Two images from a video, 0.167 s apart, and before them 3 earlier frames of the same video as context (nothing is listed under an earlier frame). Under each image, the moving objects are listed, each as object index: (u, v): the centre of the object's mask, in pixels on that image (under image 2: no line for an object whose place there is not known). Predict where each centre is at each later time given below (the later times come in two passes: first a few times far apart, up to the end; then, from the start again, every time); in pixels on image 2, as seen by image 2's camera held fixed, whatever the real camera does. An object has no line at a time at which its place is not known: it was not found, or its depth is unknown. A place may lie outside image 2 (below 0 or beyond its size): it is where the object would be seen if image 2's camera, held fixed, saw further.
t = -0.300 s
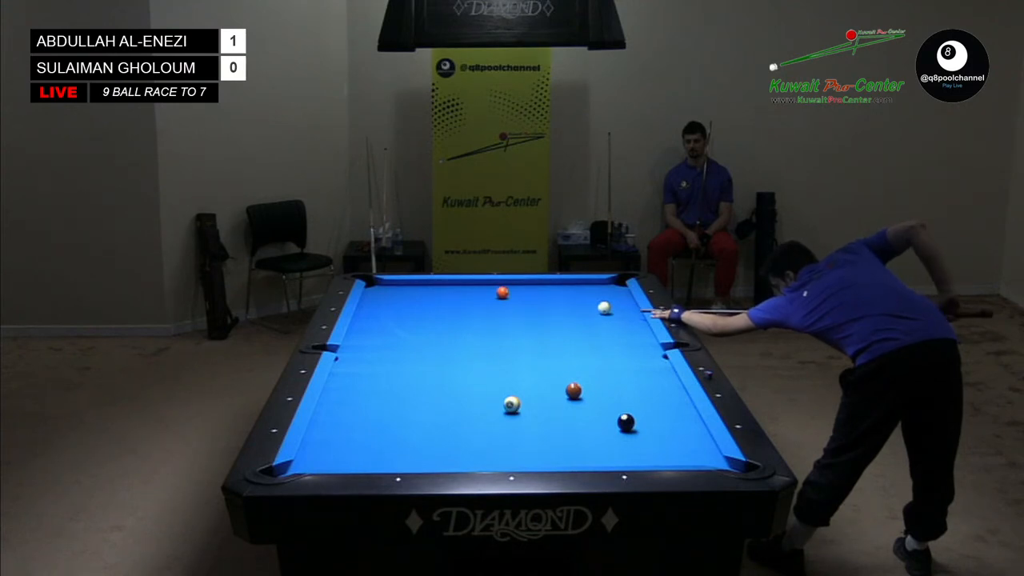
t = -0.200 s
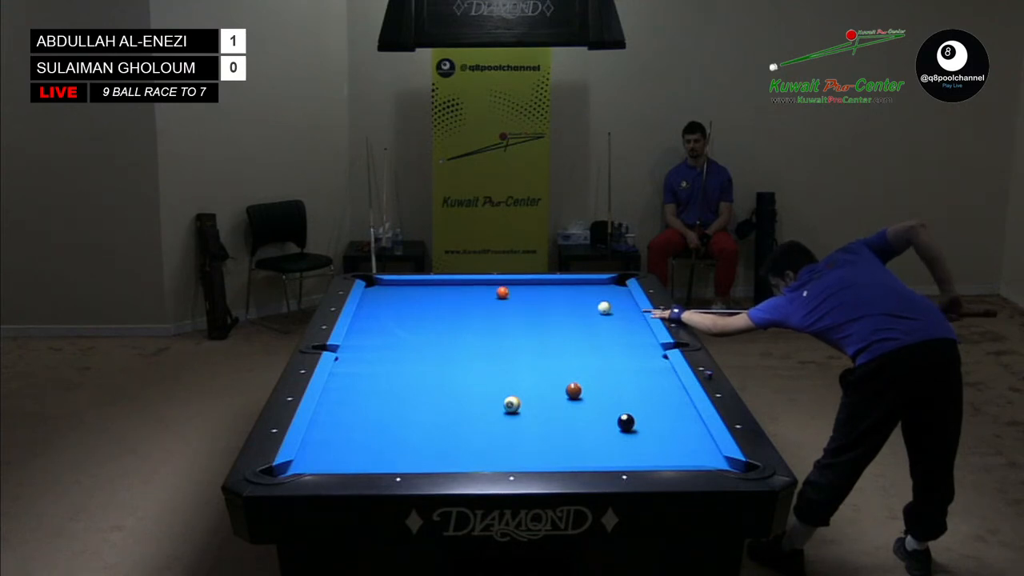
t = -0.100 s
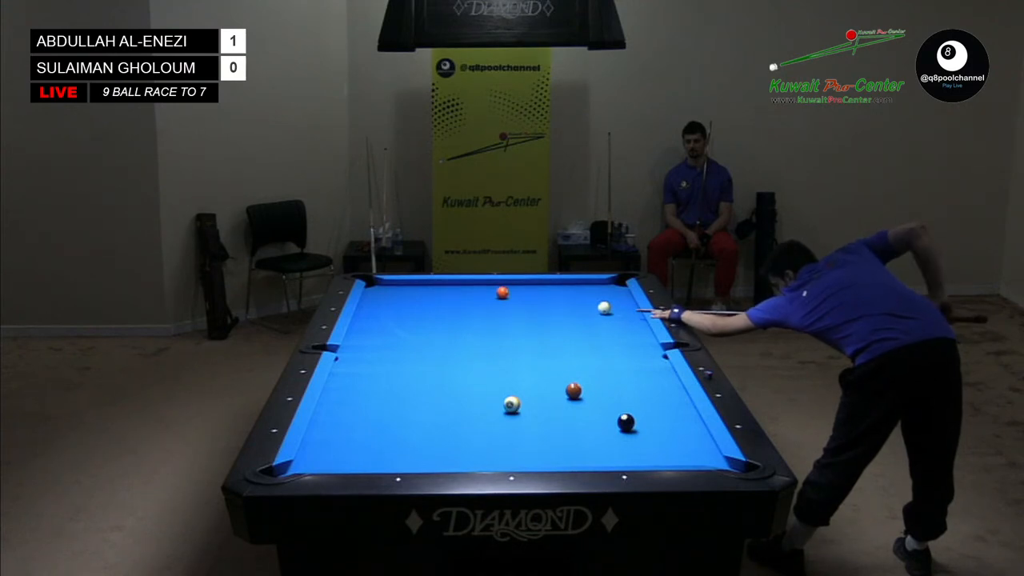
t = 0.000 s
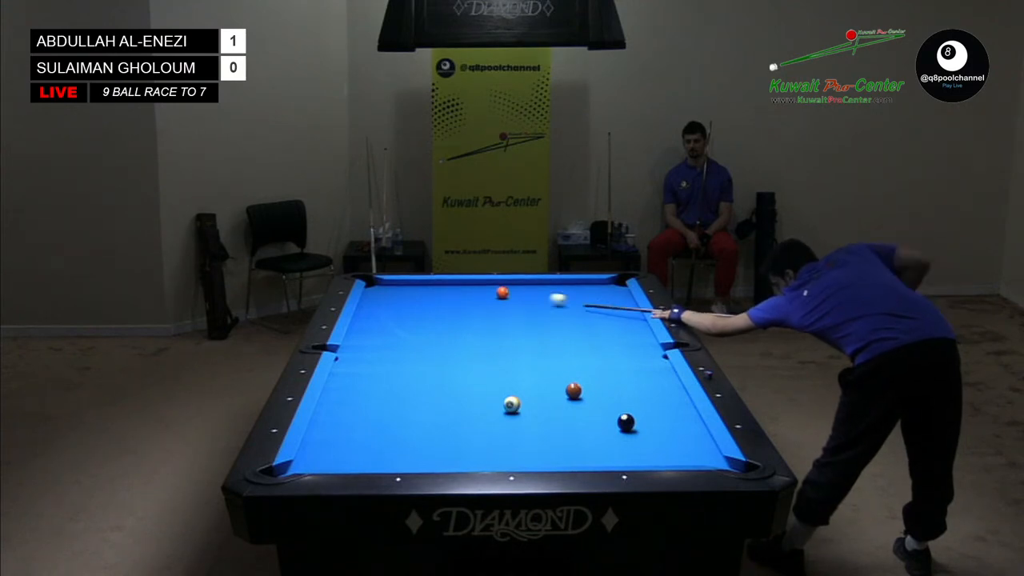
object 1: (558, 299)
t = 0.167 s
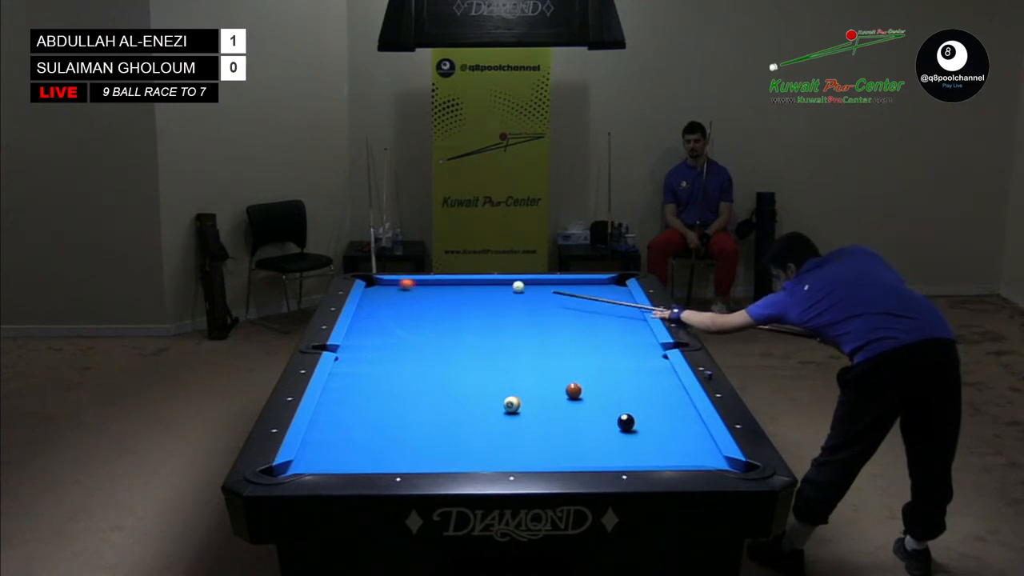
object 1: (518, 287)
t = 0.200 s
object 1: (519, 285)
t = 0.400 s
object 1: (529, 285)
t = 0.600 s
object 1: (540, 290)
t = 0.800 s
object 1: (550, 296)
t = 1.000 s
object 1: (562, 300)
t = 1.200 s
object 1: (572, 306)
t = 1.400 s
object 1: (584, 311)
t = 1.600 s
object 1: (594, 316)
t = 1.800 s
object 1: (605, 321)
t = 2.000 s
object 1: (616, 327)
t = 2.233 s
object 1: (629, 333)
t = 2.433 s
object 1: (639, 338)
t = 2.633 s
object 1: (650, 343)
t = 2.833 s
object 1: (653, 347)
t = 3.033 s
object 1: (655, 352)
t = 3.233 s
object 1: (656, 357)
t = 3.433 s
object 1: (657, 361)
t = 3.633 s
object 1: (658, 365)
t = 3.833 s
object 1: (659, 369)
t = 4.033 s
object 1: (660, 372)
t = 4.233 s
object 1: (660, 376)
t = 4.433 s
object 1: (661, 380)
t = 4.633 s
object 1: (661, 383)
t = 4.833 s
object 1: (661, 386)
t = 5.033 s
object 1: (661, 389)
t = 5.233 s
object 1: (660, 392)
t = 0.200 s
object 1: (519, 285)
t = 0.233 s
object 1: (520, 283)
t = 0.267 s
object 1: (521, 282)
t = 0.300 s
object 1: (523, 282)
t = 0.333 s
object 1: (525, 284)
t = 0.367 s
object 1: (526, 284)
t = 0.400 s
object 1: (529, 285)
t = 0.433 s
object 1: (531, 286)
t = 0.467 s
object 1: (532, 287)
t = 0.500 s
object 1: (534, 288)
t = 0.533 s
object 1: (536, 289)
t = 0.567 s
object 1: (537, 289)
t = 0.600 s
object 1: (540, 290)
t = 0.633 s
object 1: (542, 291)
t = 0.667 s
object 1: (543, 292)
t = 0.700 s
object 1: (545, 293)
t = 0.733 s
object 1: (547, 294)
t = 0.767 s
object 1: (548, 295)
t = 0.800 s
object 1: (550, 296)
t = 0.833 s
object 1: (553, 297)
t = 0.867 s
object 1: (554, 297)
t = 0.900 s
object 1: (555, 298)
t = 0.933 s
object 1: (558, 299)
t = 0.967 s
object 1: (559, 300)
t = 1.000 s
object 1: (562, 300)
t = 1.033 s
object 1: (564, 301)
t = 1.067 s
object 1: (565, 302)
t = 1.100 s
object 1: (567, 303)
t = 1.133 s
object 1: (569, 304)
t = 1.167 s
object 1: (570, 305)
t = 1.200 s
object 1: (572, 306)
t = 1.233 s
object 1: (575, 307)
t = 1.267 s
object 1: (576, 307)
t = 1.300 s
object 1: (577, 308)
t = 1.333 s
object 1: (580, 309)
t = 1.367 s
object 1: (581, 310)
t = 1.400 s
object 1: (584, 311)
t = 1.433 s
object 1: (586, 312)
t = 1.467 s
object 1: (587, 313)
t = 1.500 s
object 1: (589, 314)
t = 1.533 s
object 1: (591, 314)
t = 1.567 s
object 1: (592, 315)
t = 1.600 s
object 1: (594, 316)
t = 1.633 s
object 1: (596, 317)
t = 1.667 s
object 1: (597, 317)
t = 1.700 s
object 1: (600, 319)
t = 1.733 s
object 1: (602, 320)
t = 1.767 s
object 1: (603, 320)
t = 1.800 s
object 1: (605, 321)
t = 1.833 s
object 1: (607, 322)
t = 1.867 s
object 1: (608, 323)
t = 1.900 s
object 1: (611, 324)
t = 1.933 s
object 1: (613, 325)
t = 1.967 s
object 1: (614, 325)
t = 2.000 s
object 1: (616, 327)
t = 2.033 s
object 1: (618, 327)
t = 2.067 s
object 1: (619, 328)
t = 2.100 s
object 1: (621, 329)
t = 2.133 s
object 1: (622, 330)
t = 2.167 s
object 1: (624, 331)
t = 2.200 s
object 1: (626, 331)
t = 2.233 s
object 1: (629, 333)
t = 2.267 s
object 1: (630, 333)
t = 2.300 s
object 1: (632, 334)
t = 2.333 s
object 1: (634, 335)
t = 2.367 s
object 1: (635, 336)
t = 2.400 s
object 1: (637, 337)
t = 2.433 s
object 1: (639, 338)
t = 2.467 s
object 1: (640, 338)
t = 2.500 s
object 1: (642, 339)
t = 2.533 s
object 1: (645, 340)
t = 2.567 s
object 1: (646, 341)
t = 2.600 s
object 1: (648, 342)
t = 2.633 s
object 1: (650, 343)
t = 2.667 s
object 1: (651, 343)
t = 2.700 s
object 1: (652, 344)
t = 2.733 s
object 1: (653, 345)
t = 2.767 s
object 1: (653, 346)
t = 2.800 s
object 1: (653, 347)
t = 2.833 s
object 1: (653, 347)
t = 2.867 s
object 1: (654, 348)
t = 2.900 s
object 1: (654, 349)
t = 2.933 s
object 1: (654, 350)
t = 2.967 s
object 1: (655, 350)
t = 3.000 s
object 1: (655, 351)
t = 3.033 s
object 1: (655, 352)
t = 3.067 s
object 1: (655, 352)
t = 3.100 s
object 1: (655, 353)
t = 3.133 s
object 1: (656, 354)
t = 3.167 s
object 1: (656, 355)
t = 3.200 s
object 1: (656, 356)
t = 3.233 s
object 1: (656, 357)
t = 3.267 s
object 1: (656, 357)
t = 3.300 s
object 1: (656, 357)
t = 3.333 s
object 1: (657, 358)
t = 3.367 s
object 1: (657, 359)
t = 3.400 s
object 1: (657, 360)
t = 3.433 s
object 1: (657, 361)
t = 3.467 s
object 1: (657, 361)
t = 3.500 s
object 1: (658, 362)
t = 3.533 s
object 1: (658, 363)
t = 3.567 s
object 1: (658, 363)
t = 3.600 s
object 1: (658, 364)
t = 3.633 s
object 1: (658, 365)
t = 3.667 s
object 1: (658, 365)
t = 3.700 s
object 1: (658, 366)
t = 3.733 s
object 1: (659, 367)
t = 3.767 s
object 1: (659, 367)
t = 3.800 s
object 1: (659, 368)
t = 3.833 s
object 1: (659, 369)
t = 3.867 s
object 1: (659, 369)
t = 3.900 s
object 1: (659, 370)
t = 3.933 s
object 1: (660, 371)
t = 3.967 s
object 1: (660, 371)
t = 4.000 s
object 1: (660, 372)
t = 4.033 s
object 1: (660, 372)
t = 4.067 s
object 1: (660, 373)
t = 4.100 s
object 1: (660, 374)
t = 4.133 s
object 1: (660, 374)
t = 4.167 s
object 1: (660, 375)
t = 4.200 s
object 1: (660, 375)
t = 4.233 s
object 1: (660, 376)
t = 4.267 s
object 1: (660, 377)
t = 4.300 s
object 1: (661, 377)
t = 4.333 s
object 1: (661, 378)
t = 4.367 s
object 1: (661, 378)
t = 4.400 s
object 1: (661, 379)
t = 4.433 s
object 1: (661, 380)
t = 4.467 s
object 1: (661, 380)
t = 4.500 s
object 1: (661, 381)
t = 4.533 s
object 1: (661, 381)
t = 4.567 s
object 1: (661, 382)
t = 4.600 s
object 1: (661, 382)
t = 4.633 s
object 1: (661, 383)
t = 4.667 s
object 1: (661, 383)
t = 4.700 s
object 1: (661, 384)
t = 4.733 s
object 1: (661, 385)
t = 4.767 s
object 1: (661, 385)
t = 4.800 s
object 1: (661, 385)
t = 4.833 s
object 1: (661, 386)
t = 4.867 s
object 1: (661, 387)
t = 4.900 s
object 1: (661, 387)
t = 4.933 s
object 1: (661, 388)
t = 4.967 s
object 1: (661, 388)
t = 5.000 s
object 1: (661, 388)
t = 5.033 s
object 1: (661, 389)
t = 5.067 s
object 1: (661, 389)
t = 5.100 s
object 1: (660, 390)
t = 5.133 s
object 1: (661, 391)
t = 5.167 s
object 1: (660, 391)
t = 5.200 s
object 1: (660, 391)
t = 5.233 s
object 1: (660, 392)
